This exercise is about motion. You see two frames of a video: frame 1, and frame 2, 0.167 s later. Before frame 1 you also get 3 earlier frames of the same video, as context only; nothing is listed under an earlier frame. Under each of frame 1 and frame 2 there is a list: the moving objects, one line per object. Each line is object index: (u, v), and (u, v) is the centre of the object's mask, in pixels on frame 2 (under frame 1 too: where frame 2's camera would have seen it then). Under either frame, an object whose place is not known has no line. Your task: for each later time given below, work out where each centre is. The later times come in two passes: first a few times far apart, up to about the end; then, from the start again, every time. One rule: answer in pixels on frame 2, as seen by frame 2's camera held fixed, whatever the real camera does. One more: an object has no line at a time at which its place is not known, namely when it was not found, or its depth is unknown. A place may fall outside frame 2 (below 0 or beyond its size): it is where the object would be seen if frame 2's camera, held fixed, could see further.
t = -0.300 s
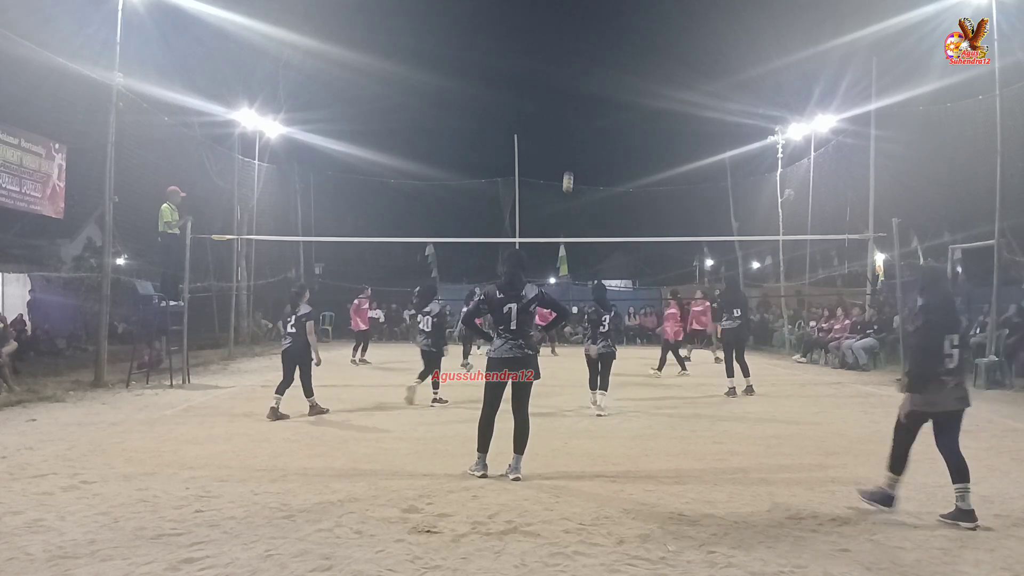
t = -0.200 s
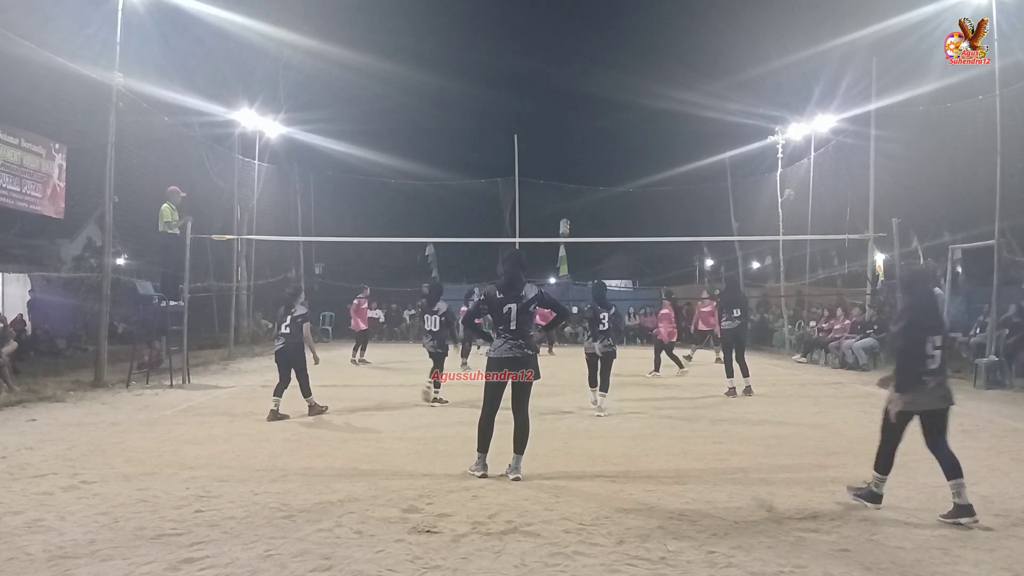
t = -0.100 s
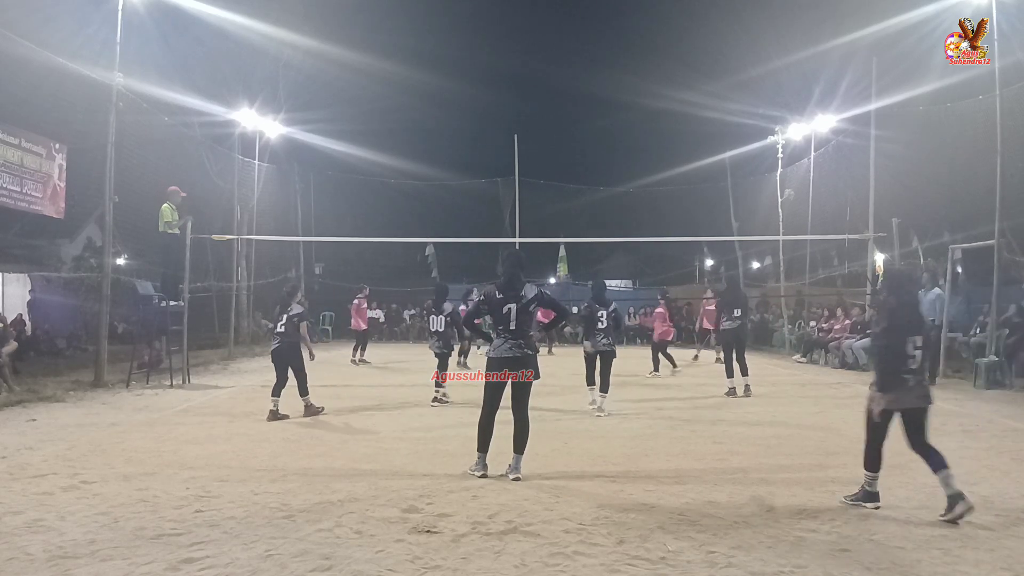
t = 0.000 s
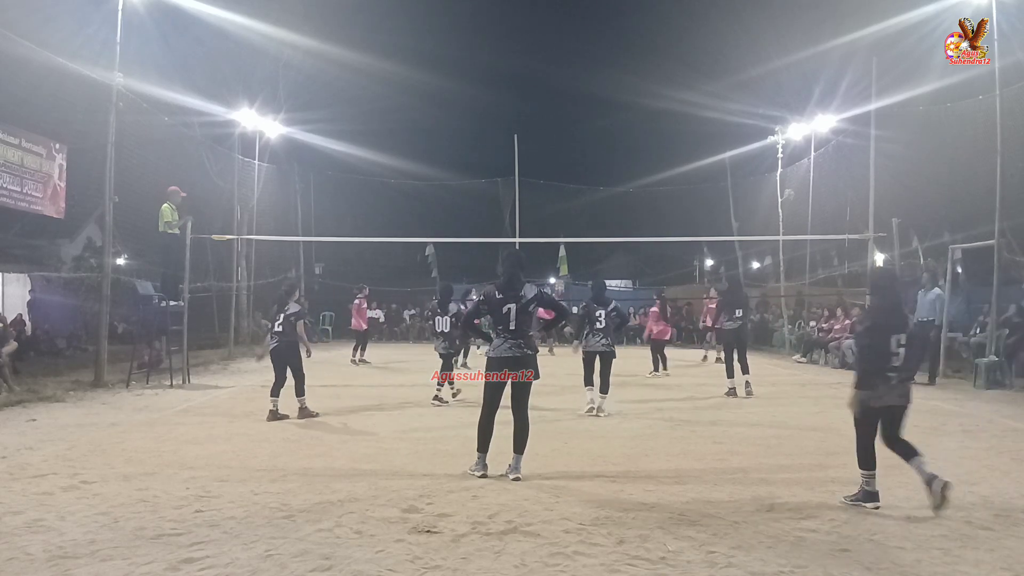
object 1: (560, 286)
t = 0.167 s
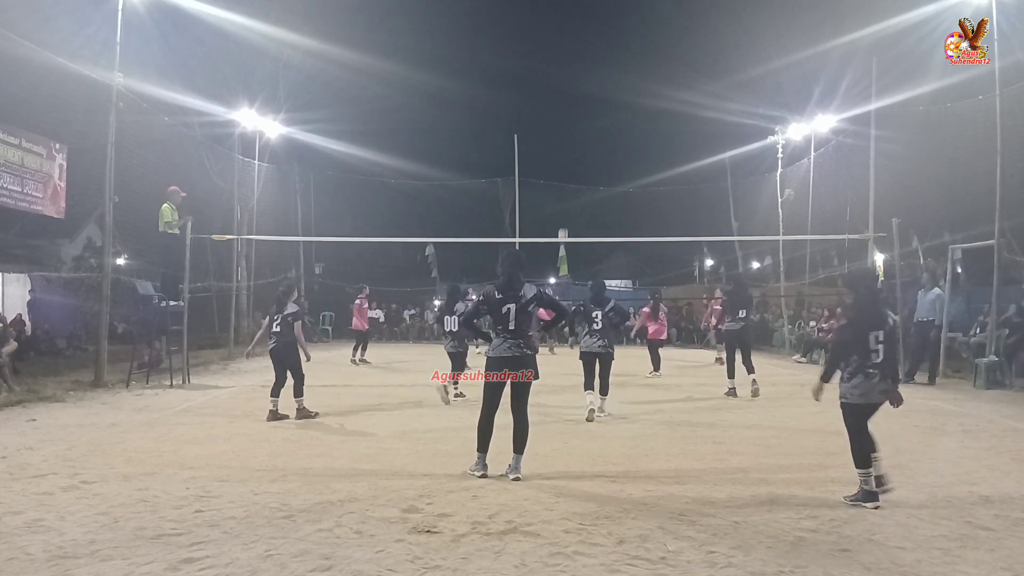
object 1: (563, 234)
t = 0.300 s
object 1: (565, 203)
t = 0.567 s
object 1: (569, 160)
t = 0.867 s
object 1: (573, 149)
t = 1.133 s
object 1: (576, 176)
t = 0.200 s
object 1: (563, 227)
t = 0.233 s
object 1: (564, 219)
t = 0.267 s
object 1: (564, 210)
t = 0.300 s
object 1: (565, 203)
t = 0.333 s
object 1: (565, 196)
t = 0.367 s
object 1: (566, 189)
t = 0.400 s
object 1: (566, 183)
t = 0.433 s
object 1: (567, 178)
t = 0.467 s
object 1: (567, 172)
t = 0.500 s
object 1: (568, 168)
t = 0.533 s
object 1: (568, 164)
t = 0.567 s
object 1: (569, 160)
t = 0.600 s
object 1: (569, 156)
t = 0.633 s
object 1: (570, 154)
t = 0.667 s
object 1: (570, 152)
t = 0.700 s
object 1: (571, 150)
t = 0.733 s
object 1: (571, 149)
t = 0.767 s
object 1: (572, 148)
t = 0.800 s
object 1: (572, 148)
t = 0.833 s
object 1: (572, 148)
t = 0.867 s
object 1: (573, 149)
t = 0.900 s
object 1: (574, 151)
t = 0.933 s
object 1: (574, 153)
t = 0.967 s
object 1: (575, 155)
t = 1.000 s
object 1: (575, 158)
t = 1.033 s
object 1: (575, 162)
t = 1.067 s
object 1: (576, 167)
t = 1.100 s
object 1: (576, 171)
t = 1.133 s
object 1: (576, 176)
